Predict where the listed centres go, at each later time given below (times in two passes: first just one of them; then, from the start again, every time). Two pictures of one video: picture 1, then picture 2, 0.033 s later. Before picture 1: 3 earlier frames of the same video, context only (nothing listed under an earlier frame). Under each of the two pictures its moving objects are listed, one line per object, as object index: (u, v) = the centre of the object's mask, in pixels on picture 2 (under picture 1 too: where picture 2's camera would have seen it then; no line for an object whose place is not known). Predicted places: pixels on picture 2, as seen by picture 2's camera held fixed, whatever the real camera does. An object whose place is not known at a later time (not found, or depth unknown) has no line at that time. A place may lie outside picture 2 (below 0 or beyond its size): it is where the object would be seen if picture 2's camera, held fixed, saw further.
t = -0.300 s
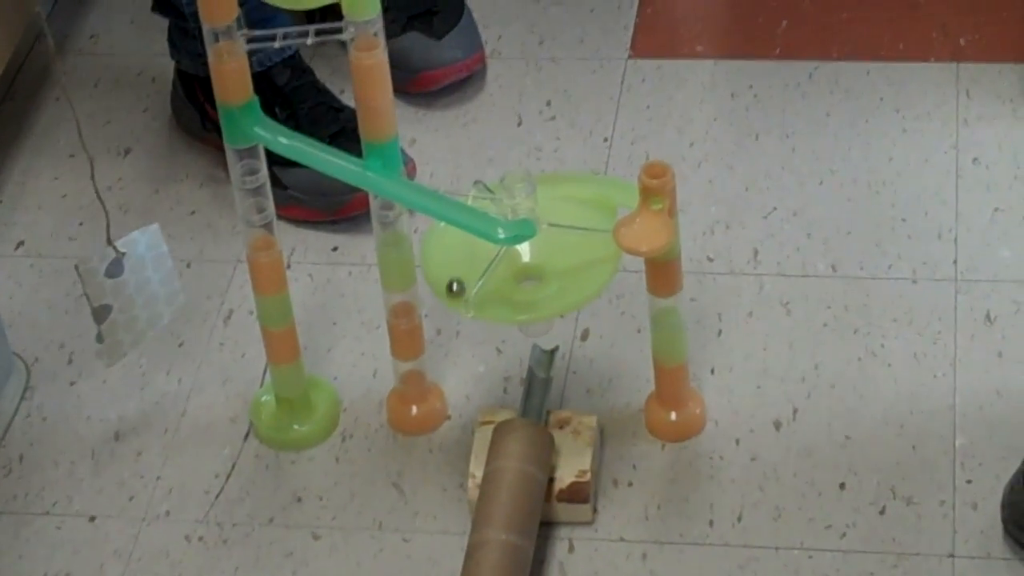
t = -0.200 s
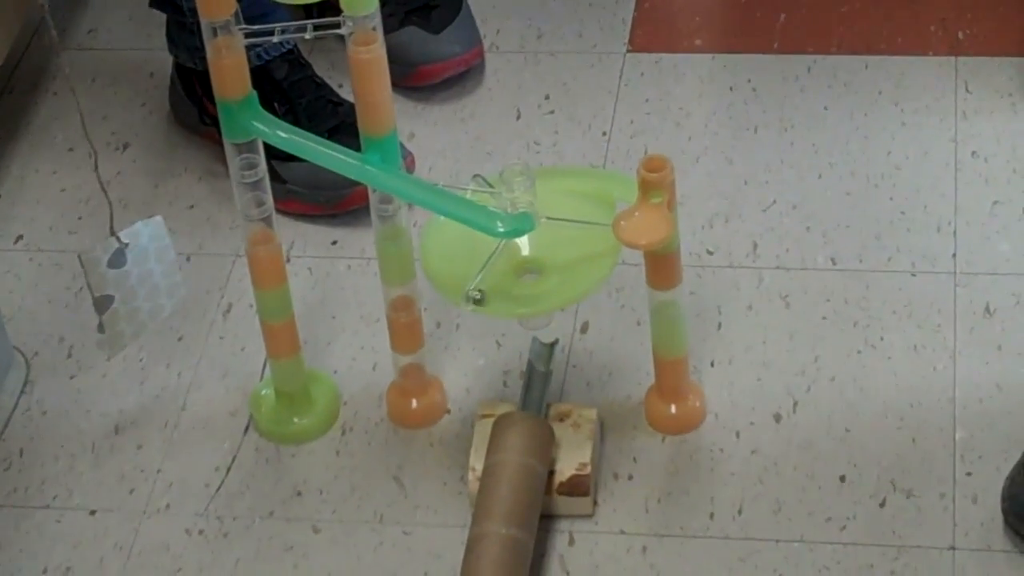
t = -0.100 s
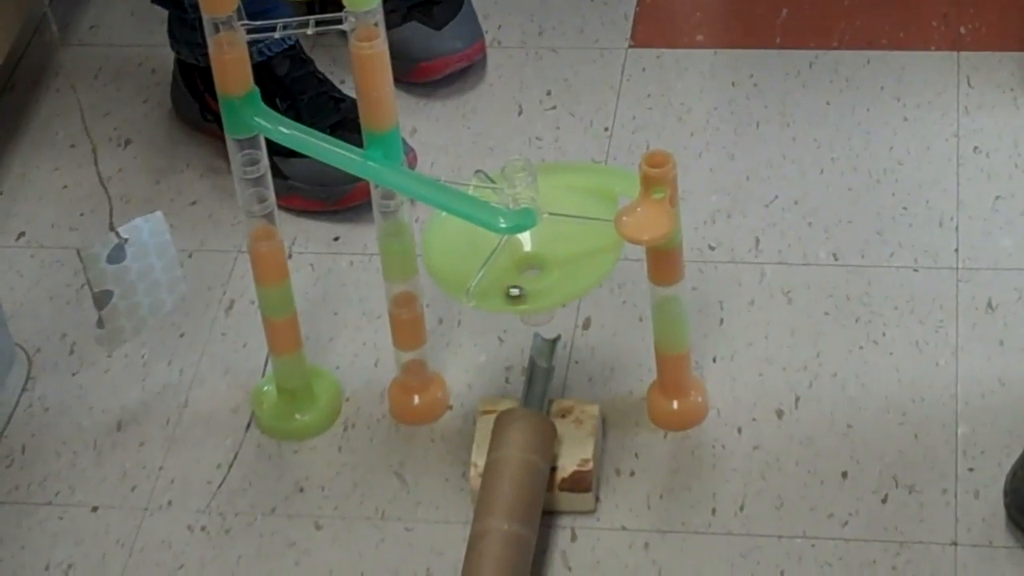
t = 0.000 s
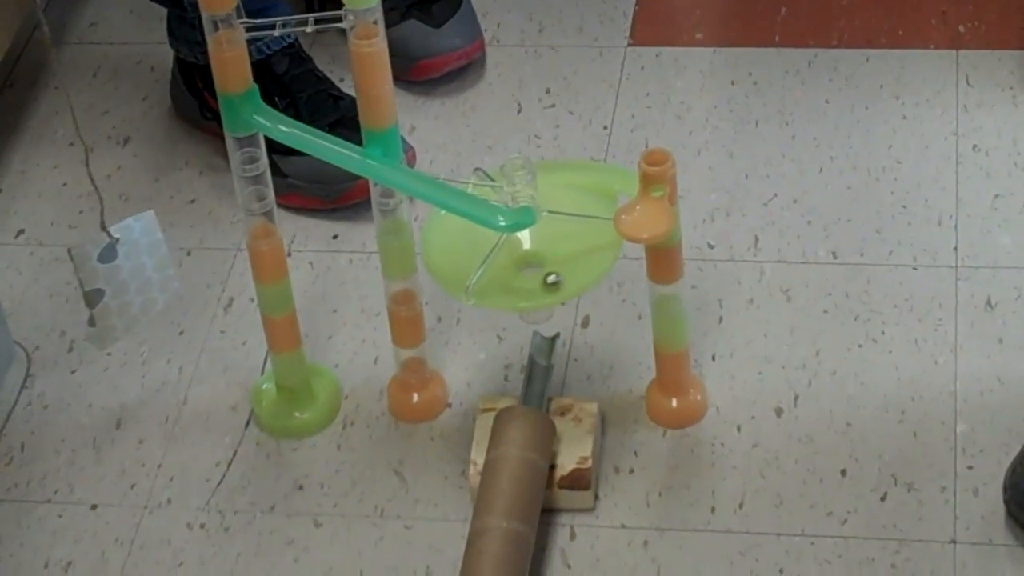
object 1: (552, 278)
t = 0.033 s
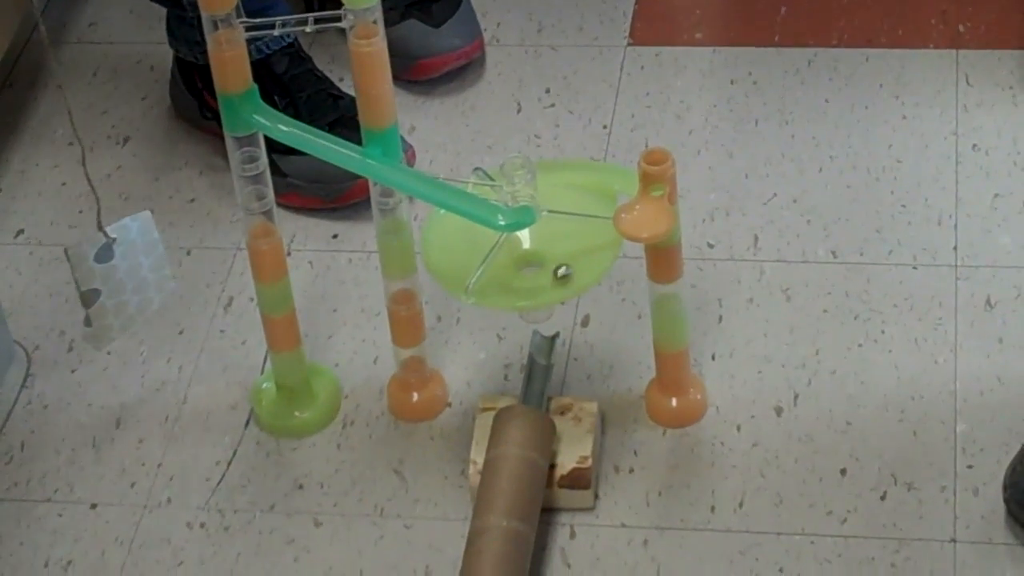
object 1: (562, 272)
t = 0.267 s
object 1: (562, 216)
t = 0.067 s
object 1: (571, 263)
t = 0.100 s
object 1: (578, 255)
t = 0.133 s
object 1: (580, 246)
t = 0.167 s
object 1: (580, 238)
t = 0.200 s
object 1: (578, 230)
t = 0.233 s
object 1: (571, 223)
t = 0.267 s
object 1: (562, 216)
